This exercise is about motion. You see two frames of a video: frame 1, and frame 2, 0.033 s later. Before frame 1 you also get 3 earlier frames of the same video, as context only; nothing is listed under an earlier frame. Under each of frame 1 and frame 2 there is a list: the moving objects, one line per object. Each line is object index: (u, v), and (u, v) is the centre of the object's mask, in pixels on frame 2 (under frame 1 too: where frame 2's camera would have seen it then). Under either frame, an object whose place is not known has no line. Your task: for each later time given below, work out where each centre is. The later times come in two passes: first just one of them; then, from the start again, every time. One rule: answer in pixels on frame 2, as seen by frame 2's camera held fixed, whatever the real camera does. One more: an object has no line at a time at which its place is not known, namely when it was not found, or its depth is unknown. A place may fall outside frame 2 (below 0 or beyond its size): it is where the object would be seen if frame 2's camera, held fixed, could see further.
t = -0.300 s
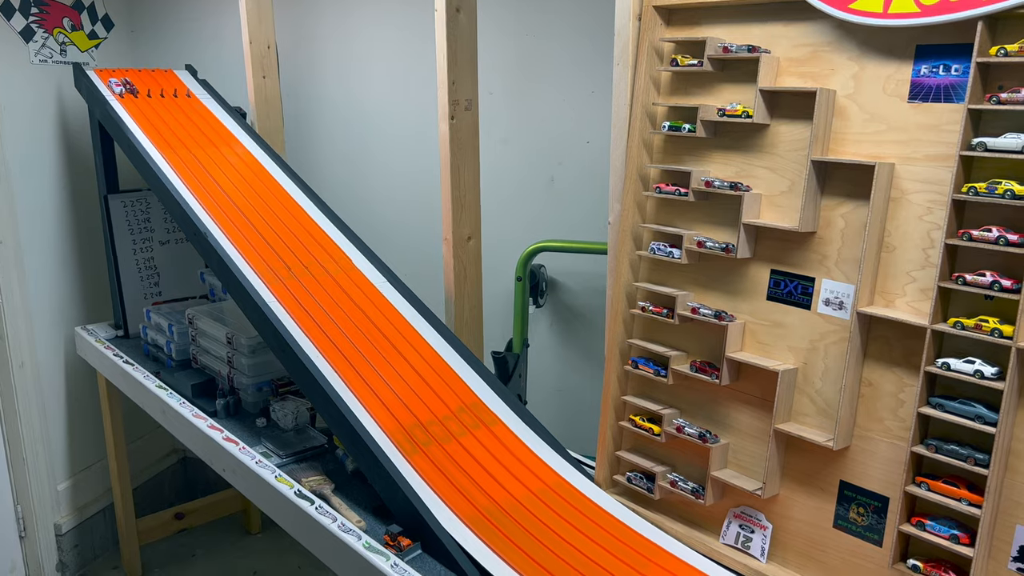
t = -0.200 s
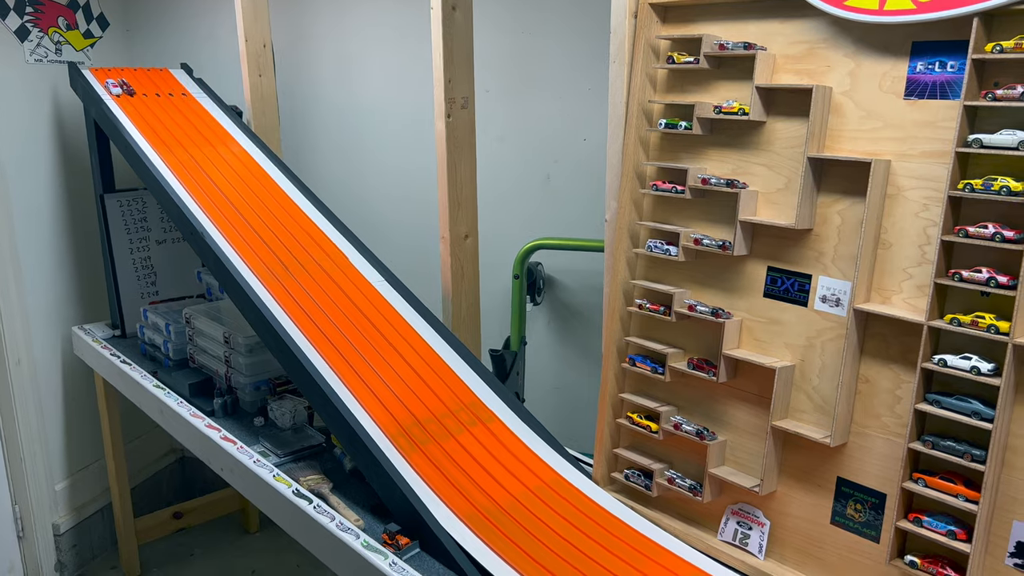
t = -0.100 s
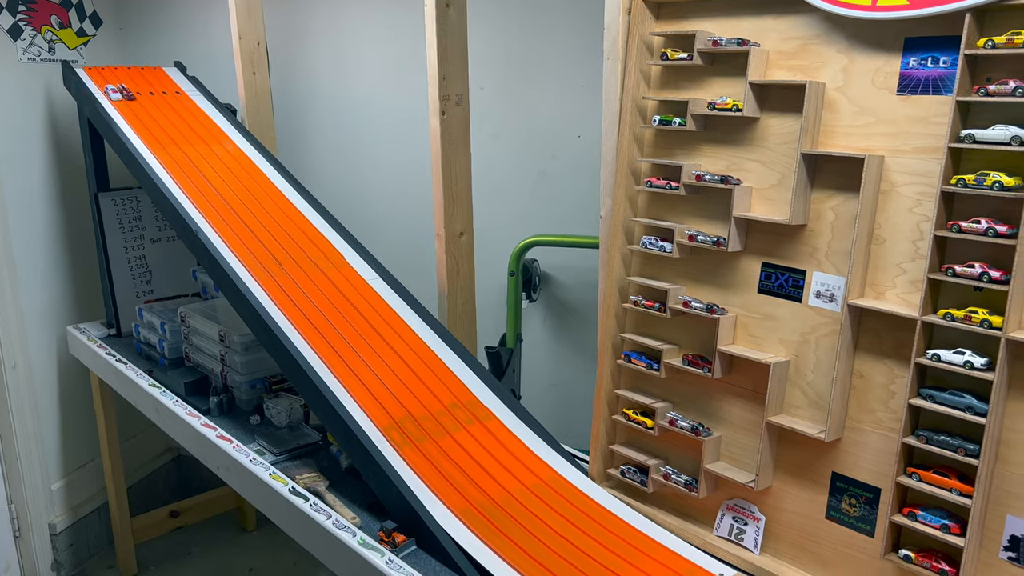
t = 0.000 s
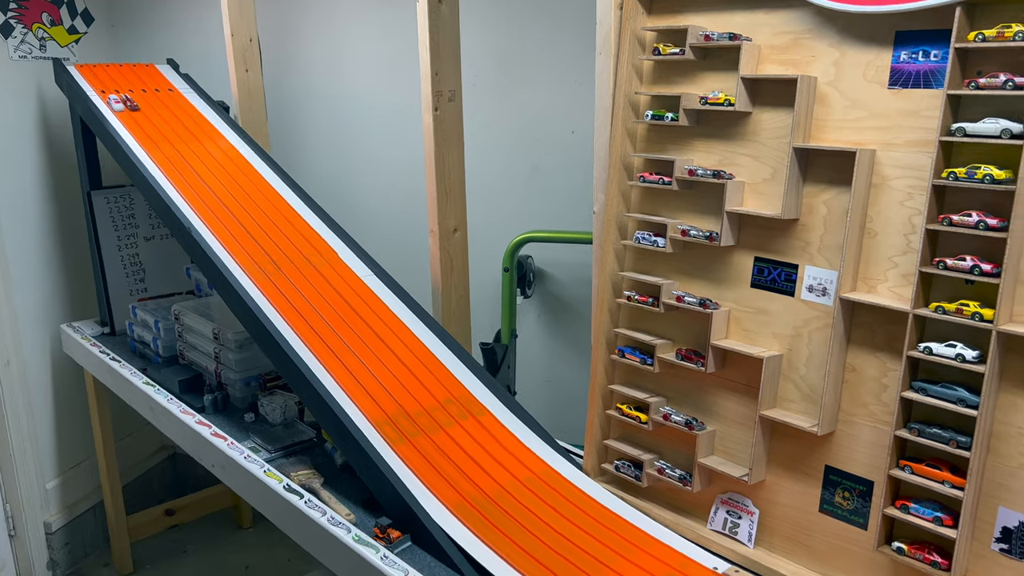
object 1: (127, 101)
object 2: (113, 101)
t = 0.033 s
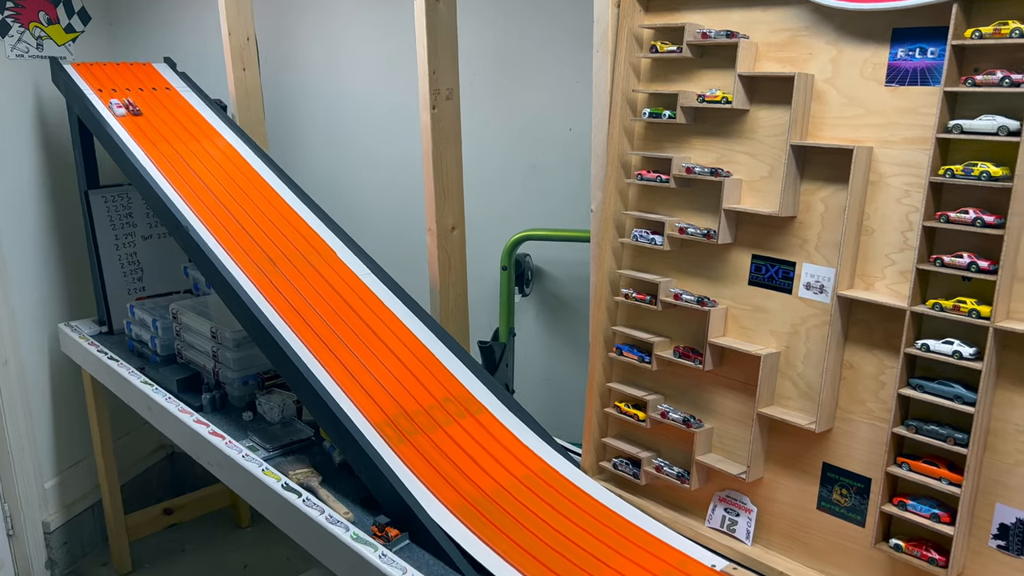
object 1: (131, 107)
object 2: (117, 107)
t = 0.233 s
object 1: (177, 159)
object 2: (160, 159)
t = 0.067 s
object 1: (138, 114)
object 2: (122, 114)
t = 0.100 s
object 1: (144, 121)
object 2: (129, 121)
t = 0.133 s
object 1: (151, 129)
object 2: (135, 129)
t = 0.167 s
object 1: (159, 138)
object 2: (143, 138)
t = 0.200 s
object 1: (168, 148)
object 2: (151, 148)
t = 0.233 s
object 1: (177, 159)
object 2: (160, 159)
